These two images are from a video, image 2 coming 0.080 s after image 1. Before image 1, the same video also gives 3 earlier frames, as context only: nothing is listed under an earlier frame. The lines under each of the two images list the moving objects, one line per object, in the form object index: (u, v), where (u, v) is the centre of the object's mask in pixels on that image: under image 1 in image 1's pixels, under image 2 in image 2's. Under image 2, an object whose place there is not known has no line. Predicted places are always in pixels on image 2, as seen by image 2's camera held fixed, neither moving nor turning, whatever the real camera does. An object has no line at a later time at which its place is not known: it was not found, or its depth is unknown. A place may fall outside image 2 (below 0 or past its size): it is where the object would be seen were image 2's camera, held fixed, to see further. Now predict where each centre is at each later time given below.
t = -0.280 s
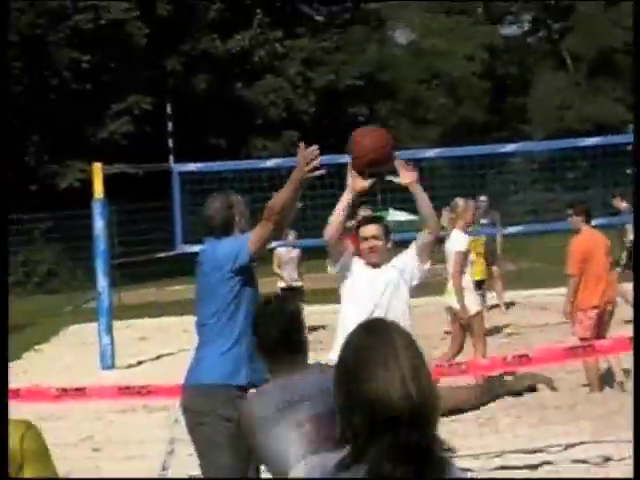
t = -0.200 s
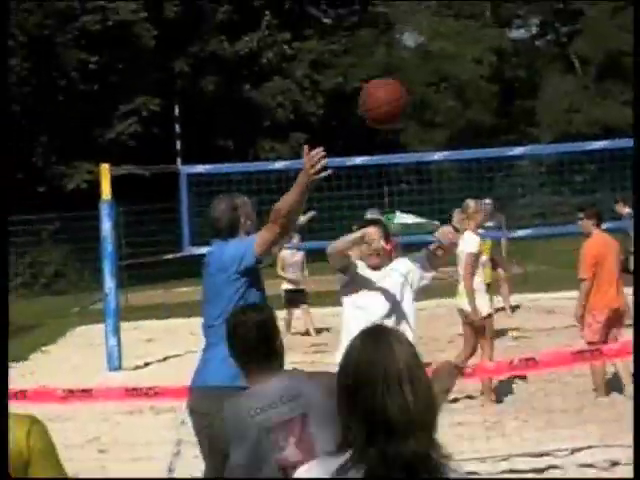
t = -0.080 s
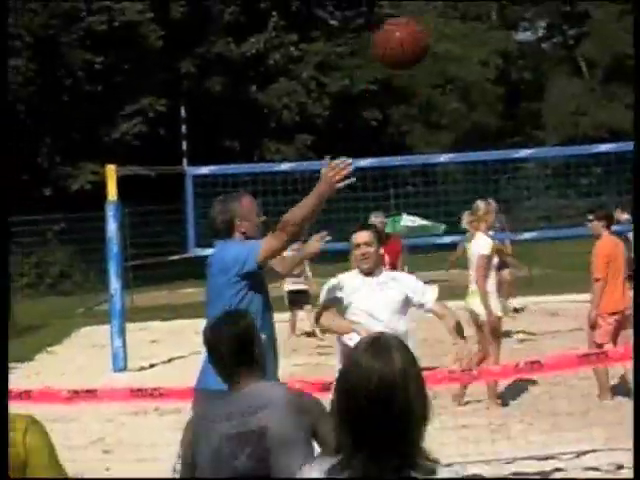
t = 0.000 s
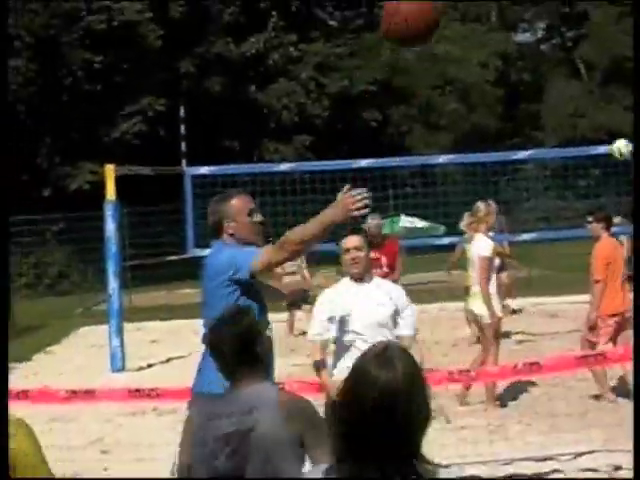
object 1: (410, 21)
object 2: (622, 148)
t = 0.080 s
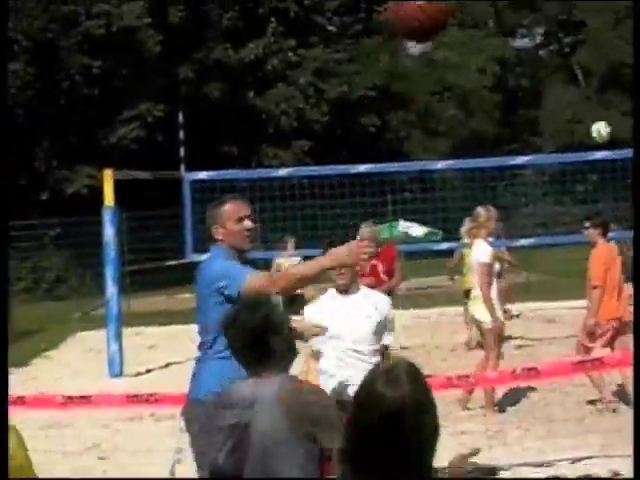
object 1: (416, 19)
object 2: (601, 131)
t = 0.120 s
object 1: (430, 16)
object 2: (592, 122)
